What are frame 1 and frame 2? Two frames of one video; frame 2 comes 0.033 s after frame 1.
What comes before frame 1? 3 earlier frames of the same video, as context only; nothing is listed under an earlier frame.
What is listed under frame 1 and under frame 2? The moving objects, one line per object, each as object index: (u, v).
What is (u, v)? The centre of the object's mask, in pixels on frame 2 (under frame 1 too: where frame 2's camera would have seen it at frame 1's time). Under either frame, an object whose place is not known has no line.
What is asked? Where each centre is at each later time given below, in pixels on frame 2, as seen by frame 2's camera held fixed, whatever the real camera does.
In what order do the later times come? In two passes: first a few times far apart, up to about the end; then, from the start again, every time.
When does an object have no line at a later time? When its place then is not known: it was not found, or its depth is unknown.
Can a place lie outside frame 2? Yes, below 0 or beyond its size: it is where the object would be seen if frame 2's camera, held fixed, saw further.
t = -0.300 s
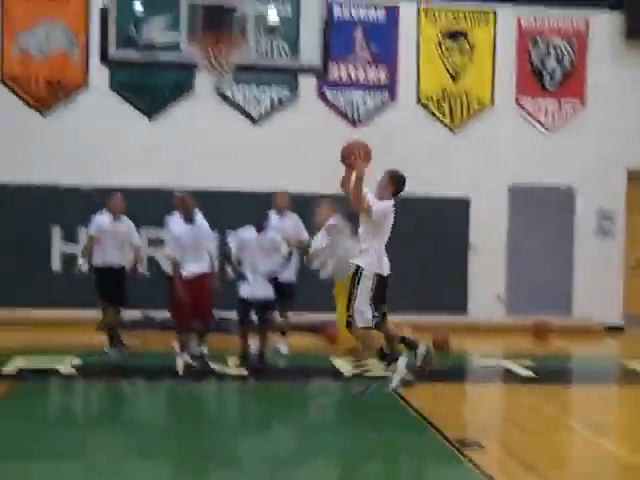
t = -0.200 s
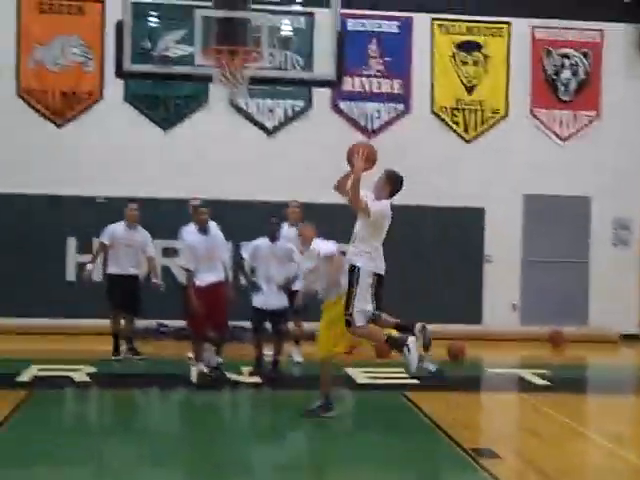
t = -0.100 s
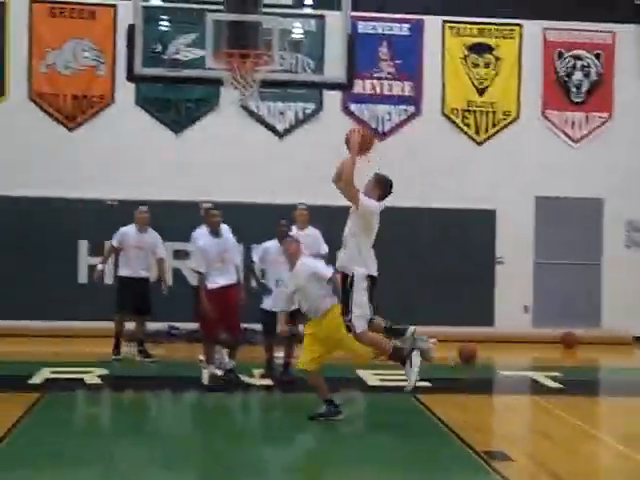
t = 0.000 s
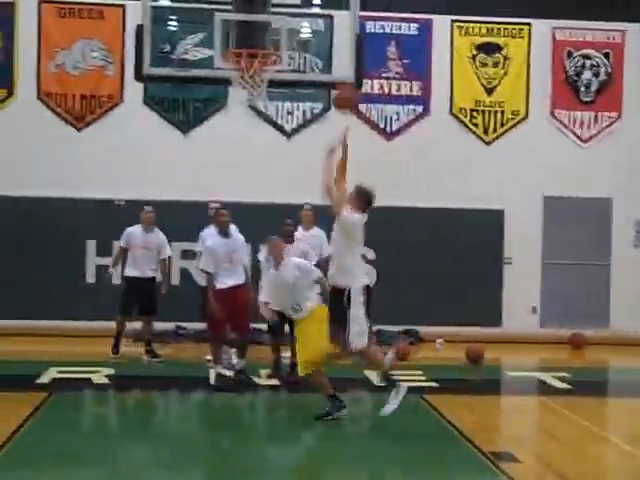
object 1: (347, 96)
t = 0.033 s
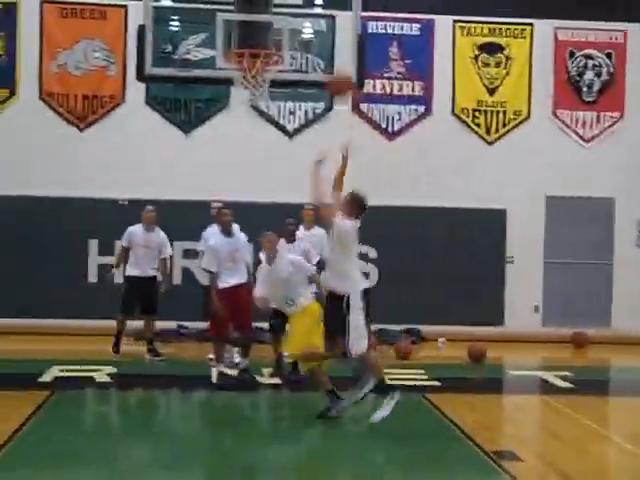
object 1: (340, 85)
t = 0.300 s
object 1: (288, 36)
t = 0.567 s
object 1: (254, 44)
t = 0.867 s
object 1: (235, 106)
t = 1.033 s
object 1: (239, 152)
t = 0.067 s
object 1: (332, 75)
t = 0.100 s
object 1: (323, 63)
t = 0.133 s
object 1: (312, 54)
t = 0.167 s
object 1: (307, 49)
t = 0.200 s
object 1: (300, 43)
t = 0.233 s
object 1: (297, 40)
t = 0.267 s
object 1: (291, 37)
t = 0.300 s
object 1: (288, 36)
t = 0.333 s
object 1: (285, 35)
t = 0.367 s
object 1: (282, 35)
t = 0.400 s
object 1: (277, 36)
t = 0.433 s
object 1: (272, 38)
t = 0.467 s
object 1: (269, 38)
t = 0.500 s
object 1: (266, 40)
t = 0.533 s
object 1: (258, 41)
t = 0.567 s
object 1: (254, 44)
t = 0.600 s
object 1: (250, 63)
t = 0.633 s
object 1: (243, 66)
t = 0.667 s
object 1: (240, 74)
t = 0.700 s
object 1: (235, 81)
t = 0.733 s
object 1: (233, 90)
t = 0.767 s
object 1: (234, 94)
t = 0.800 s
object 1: (234, 98)
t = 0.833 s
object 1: (235, 102)
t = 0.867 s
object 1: (235, 106)
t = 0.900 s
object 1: (235, 111)
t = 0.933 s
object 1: (237, 118)
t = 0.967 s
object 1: (238, 129)
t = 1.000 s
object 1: (239, 140)
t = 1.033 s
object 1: (239, 152)
